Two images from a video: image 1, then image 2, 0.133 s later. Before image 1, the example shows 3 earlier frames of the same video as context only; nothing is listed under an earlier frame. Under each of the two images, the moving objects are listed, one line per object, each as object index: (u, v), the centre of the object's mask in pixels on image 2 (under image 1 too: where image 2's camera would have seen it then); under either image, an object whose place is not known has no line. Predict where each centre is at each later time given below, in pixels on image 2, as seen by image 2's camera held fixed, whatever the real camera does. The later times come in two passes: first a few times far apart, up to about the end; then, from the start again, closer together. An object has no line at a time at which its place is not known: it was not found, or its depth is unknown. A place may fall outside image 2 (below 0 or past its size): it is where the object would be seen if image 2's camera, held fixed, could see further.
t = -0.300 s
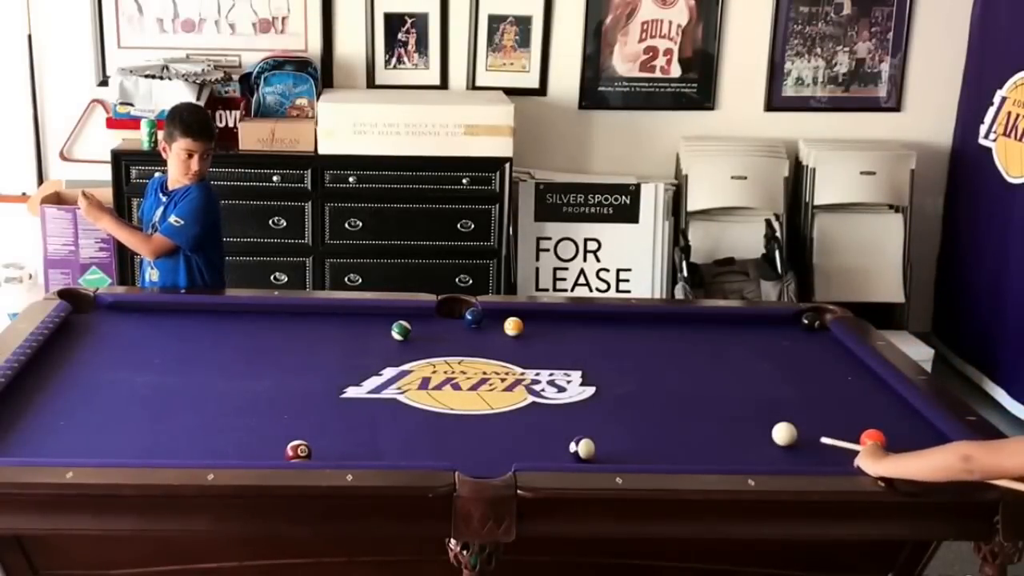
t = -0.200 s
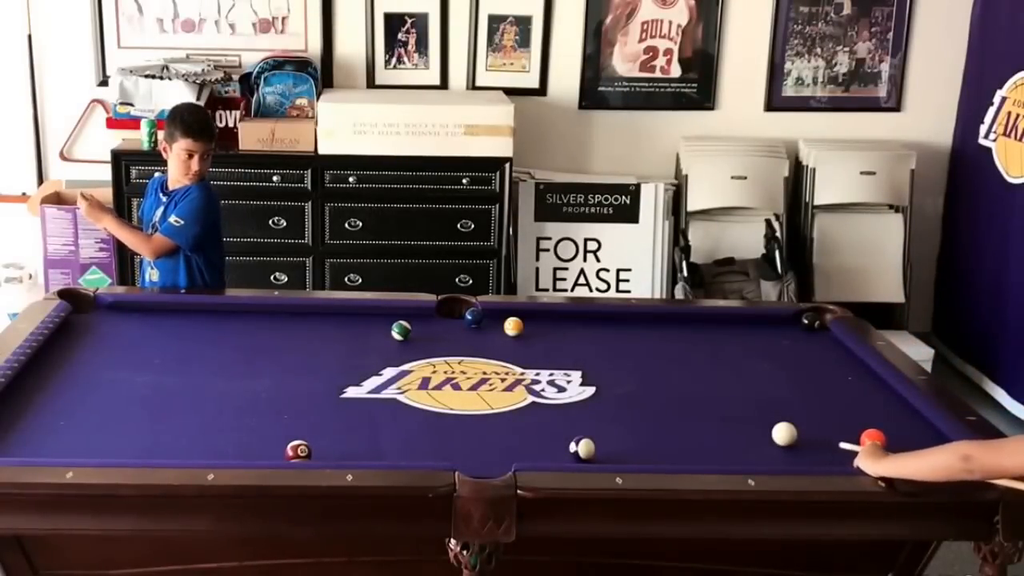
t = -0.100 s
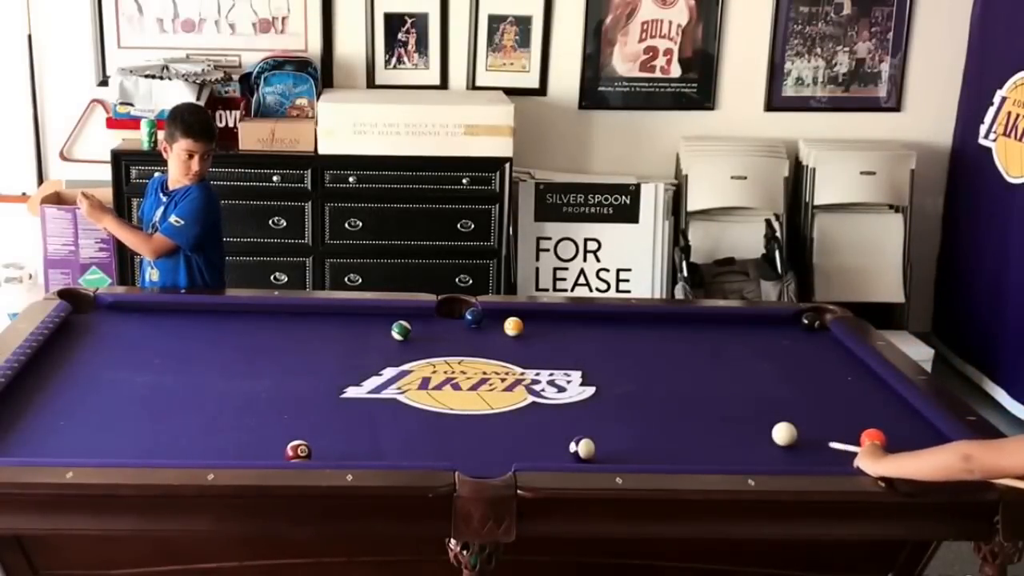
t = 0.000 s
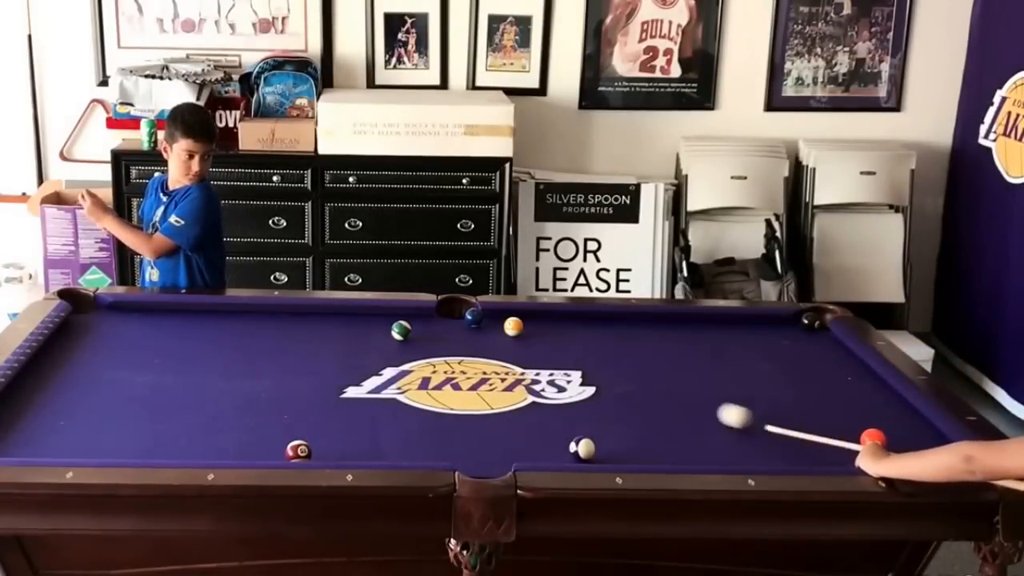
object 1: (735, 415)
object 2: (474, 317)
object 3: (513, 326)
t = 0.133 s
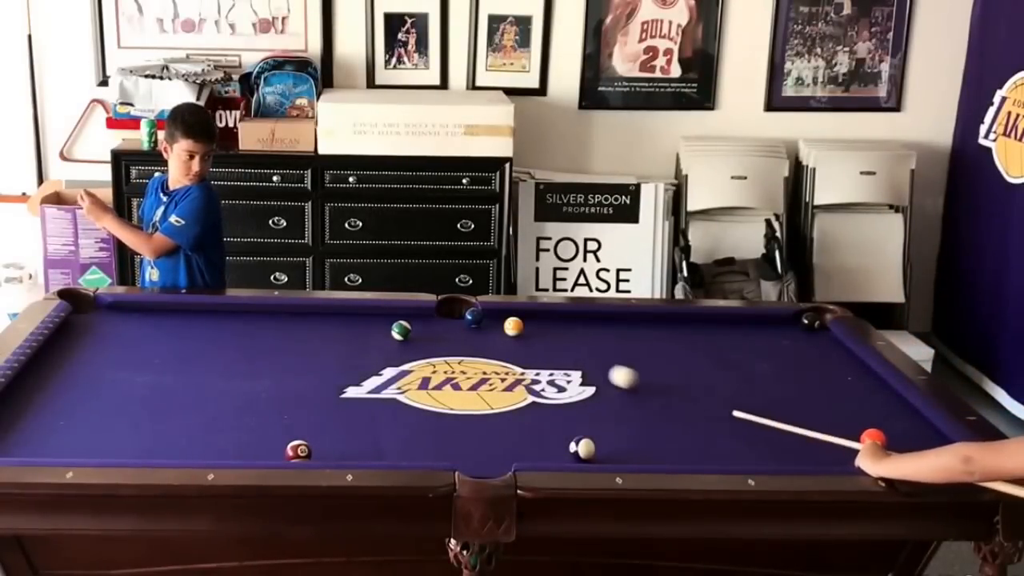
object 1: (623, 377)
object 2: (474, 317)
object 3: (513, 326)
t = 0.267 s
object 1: (539, 347)
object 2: (474, 316)
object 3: (513, 326)
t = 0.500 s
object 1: (420, 318)
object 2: (464, 310)
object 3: (513, 326)
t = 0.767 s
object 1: (299, 312)
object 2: (459, 313)
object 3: (513, 326)
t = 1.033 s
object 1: (185, 317)
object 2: (477, 318)
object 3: (513, 326)
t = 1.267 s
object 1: (82, 320)
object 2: (492, 323)
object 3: (513, 326)
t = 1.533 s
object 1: (133, 333)
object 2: (497, 324)
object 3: (521, 328)
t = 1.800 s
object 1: (195, 345)
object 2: (498, 325)
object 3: (530, 330)
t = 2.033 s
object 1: (251, 356)
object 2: (498, 325)
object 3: (536, 331)
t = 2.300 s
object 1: (317, 368)
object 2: (498, 324)
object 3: (541, 332)
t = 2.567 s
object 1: (383, 380)
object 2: (498, 324)
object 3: (545, 333)
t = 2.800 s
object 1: (441, 390)
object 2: (498, 324)
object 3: (548, 334)
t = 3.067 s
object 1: (511, 403)
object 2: (498, 324)
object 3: (550, 334)
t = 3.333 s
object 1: (582, 416)
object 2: (498, 324)
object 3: (549, 334)
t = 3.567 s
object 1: (645, 427)
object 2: (498, 324)
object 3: (549, 334)
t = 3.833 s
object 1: (717, 439)
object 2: (498, 324)
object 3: (549, 334)
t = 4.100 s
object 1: (788, 451)
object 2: (498, 324)
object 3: (549, 334)
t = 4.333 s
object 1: (850, 459)
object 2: (499, 324)
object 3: (549, 334)
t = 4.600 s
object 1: (905, 459)
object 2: (499, 324)
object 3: (549, 334)
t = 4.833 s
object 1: (943, 458)
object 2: (499, 324)
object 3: (549, 334)
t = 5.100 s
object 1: (950, 457)
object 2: (499, 324)
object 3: (549, 334)
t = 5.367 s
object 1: (931, 458)
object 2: (498, 324)
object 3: (549, 334)
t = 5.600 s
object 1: (914, 458)
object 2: (498, 324)
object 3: (549, 334)
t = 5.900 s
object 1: (894, 457)
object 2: (498, 324)
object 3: (549, 334)
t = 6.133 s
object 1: (880, 457)
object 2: (498, 324)
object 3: (549, 334)
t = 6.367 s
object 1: (866, 457)
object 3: (549, 334)
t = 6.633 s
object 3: (549, 334)
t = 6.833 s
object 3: (549, 334)
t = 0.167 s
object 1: (600, 369)
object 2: (474, 317)
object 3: (513, 326)
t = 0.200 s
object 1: (578, 360)
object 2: (474, 317)
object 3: (513, 326)
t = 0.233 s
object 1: (558, 354)
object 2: (474, 317)
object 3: (513, 326)
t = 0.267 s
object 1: (539, 347)
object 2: (474, 316)
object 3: (513, 326)
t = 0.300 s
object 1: (521, 340)
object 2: (474, 317)
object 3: (513, 325)
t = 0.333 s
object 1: (503, 334)
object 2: (474, 317)
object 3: (514, 324)
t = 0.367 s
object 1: (486, 328)
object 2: (473, 315)
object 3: (513, 326)
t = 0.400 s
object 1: (470, 323)
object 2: (474, 310)
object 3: (513, 326)
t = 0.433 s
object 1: (453, 321)
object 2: (473, 312)
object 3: (513, 326)
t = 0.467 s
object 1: (436, 320)
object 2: (469, 310)
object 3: (513, 326)
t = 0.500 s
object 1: (420, 318)
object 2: (464, 310)
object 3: (513, 326)
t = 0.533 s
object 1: (404, 316)
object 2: (460, 310)
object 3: (513, 326)
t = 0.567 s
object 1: (387, 314)
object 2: (456, 309)
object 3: (513, 326)
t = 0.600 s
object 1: (372, 313)
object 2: (449, 309)
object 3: (513, 326)
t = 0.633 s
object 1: (356, 311)
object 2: (451, 310)
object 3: (513, 326)
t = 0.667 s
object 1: (341, 310)
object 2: (453, 310)
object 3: (513, 326)
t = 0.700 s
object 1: (327, 311)
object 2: (454, 311)
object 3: (513, 326)
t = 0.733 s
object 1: (313, 311)
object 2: (457, 312)
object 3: (513, 326)
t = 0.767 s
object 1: (299, 312)
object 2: (459, 313)
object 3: (513, 326)
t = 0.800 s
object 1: (285, 313)
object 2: (461, 314)
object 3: (513, 326)
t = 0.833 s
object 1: (270, 313)
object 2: (465, 314)
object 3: (513, 326)
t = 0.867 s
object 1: (256, 314)
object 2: (467, 315)
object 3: (513, 326)
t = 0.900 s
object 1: (242, 314)
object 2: (469, 315)
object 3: (513, 326)
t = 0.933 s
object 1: (228, 315)
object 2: (470, 316)
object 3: (513, 326)
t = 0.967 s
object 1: (214, 316)
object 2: (473, 317)
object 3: (513, 326)
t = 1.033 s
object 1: (185, 317)
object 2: (477, 318)
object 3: (513, 326)
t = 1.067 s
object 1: (170, 318)
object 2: (479, 319)
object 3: (513, 326)
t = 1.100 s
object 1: (155, 318)
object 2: (481, 319)
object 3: (513, 326)
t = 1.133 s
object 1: (140, 319)
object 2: (483, 320)
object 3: (513, 326)
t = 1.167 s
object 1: (126, 320)
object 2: (485, 320)
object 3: (513, 326)
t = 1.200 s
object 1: (111, 320)
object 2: (488, 321)
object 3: (513, 326)
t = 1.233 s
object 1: (96, 320)
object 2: (490, 322)
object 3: (513, 326)
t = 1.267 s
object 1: (82, 320)
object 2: (492, 323)
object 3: (513, 326)
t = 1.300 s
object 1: (76, 321)
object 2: (494, 323)
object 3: (513, 326)
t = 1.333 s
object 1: (85, 323)
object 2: (495, 323)
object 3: (514, 326)
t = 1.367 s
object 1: (94, 325)
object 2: (496, 324)
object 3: (515, 327)
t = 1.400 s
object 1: (103, 327)
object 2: (496, 324)
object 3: (517, 327)
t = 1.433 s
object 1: (110, 328)
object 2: (497, 324)
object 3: (518, 327)
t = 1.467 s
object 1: (118, 330)
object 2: (497, 324)
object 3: (519, 327)
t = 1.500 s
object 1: (125, 332)
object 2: (497, 324)
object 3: (520, 328)
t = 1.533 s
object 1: (133, 333)
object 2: (497, 324)
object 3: (521, 328)
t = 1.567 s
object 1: (141, 335)
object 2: (497, 324)
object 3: (523, 328)
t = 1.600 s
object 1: (148, 336)
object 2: (497, 325)
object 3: (524, 328)
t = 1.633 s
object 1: (156, 338)
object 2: (497, 325)
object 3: (525, 329)
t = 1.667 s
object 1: (164, 339)
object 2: (497, 325)
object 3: (526, 329)
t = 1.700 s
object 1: (172, 341)
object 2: (497, 325)
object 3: (527, 329)
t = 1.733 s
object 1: (180, 342)
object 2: (498, 325)
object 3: (528, 329)
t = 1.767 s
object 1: (187, 344)
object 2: (498, 325)
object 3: (529, 329)
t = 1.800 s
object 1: (195, 345)
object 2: (498, 325)
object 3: (530, 330)
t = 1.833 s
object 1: (203, 347)
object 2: (498, 325)
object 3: (531, 330)
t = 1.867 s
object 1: (211, 348)
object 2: (498, 325)
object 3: (532, 330)
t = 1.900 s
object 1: (219, 350)
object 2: (498, 325)
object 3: (533, 330)
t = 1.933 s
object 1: (227, 351)
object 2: (498, 325)
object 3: (534, 330)
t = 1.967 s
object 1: (235, 353)
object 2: (498, 325)
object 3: (535, 331)
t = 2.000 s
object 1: (243, 354)
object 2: (498, 325)
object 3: (535, 331)
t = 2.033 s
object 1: (251, 356)
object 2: (498, 325)
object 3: (536, 331)
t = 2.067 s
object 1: (259, 357)
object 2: (498, 325)
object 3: (537, 331)
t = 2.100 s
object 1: (268, 359)
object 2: (498, 325)
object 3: (538, 331)
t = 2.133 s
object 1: (276, 360)
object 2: (498, 325)
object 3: (539, 331)
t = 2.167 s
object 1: (284, 362)
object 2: (498, 325)
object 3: (539, 332)
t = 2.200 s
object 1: (292, 363)
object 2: (498, 324)
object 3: (540, 332)
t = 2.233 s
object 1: (300, 365)
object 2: (498, 324)
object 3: (541, 332)
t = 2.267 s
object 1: (309, 366)
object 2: (498, 324)
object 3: (541, 332)
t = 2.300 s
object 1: (317, 368)
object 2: (498, 324)
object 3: (541, 332)
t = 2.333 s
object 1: (325, 369)
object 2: (498, 324)
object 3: (542, 332)
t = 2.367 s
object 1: (333, 371)
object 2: (498, 324)
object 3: (543, 333)
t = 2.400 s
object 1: (342, 372)
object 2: (498, 324)
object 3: (543, 333)
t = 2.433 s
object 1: (350, 374)
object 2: (498, 324)
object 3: (544, 333)
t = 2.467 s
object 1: (358, 375)
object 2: (498, 324)
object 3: (544, 333)
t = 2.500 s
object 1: (366, 377)
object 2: (498, 324)
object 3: (545, 333)
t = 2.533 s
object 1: (374, 378)
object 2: (498, 324)
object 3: (545, 333)
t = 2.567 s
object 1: (383, 380)
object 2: (498, 324)
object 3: (545, 333)
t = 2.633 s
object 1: (400, 383)
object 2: (498, 325)
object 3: (546, 334)
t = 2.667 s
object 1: (407, 385)
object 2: (498, 325)
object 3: (547, 334)
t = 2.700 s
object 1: (417, 386)
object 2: (498, 325)
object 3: (547, 334)
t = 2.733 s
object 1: (424, 388)
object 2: (498, 325)
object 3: (547, 334)
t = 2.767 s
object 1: (434, 390)
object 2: (498, 325)
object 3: (548, 334)
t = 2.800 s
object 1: (441, 390)
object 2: (498, 324)
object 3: (548, 334)
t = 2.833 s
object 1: (451, 393)
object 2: (498, 324)
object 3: (548, 334)
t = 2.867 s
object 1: (460, 395)
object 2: (498, 324)
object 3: (548, 334)
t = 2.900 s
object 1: (468, 396)
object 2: (498, 324)
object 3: (549, 334)
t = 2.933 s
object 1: (476, 398)
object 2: (498, 324)
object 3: (549, 334)
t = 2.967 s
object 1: (485, 399)
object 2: (498, 324)
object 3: (549, 334)
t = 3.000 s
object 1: (494, 401)
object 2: (498, 324)
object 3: (549, 334)
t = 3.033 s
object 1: (502, 401)
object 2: (498, 324)
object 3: (550, 334)
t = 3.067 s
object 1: (511, 403)
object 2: (498, 324)
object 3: (550, 334)
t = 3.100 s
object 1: (520, 405)
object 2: (498, 324)
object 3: (550, 334)
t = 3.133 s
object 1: (529, 407)
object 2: (498, 324)
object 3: (550, 334)
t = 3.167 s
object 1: (537, 408)
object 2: (498, 324)
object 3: (550, 334)
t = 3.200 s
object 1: (546, 410)
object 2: (498, 324)
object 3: (550, 334)
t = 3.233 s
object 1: (556, 412)
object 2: (498, 324)
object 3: (550, 334)
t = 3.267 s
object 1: (564, 413)
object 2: (498, 324)
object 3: (550, 334)
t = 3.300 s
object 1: (573, 414)
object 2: (498, 324)
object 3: (550, 334)
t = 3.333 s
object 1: (582, 416)
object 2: (498, 324)
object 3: (549, 334)
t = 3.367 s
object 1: (591, 417)
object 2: (498, 324)
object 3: (549, 334)
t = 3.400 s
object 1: (600, 419)
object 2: (498, 324)
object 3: (549, 334)
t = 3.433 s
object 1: (609, 420)
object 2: (498, 324)
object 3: (549, 334)
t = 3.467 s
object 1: (618, 422)
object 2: (498, 324)
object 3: (549, 334)
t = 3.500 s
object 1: (626, 424)
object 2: (498, 324)
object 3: (549, 334)
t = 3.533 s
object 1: (635, 425)
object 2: (498, 324)
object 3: (549, 334)
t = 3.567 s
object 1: (645, 427)
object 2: (498, 324)
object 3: (549, 334)
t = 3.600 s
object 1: (654, 428)
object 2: (498, 324)
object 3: (549, 334)
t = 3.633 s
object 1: (663, 430)
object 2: (498, 324)
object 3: (549, 334)
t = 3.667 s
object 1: (672, 431)
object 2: (498, 324)
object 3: (549, 334)
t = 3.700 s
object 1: (681, 433)
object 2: (498, 324)
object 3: (549, 334)
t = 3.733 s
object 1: (689, 435)
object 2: (498, 324)
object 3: (549, 334)
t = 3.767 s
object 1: (699, 436)
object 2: (498, 324)
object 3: (549, 334)
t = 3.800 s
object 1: (707, 438)
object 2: (498, 324)
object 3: (549, 334)
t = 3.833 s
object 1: (717, 439)
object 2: (498, 324)
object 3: (549, 334)
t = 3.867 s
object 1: (725, 441)
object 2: (498, 324)
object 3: (549, 334)
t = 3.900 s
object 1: (734, 442)
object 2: (498, 324)
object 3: (549, 334)
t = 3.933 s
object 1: (743, 444)
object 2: (498, 324)
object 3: (549, 334)
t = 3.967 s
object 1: (752, 445)
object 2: (498, 324)
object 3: (549, 334)
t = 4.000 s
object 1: (761, 447)
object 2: (498, 324)
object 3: (549, 334)
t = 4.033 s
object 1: (770, 448)
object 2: (498, 324)
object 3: (550, 334)
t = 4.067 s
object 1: (779, 449)
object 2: (498, 324)
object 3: (549, 334)
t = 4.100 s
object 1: (788, 451)
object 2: (498, 324)
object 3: (549, 334)
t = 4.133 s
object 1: (797, 452)
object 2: (498, 324)
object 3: (549, 334)
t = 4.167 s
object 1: (806, 453)
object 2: (498, 324)
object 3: (549, 334)
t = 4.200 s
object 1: (815, 455)
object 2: (498, 324)
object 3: (549, 334)
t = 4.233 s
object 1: (824, 456)
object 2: (499, 324)
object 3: (549, 334)
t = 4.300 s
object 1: (841, 458)
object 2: (499, 324)
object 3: (549, 334)
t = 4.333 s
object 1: (850, 459)
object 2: (499, 324)
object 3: (549, 334)
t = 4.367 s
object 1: (858, 460)
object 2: (499, 324)
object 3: (549, 334)
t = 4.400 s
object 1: (867, 460)
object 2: (499, 324)
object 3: (549, 334)
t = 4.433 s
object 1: (876, 461)
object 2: (499, 324)
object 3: (549, 334)
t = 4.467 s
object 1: (883, 461)
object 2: (499, 324)
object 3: (549, 334)
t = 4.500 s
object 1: (889, 461)
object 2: (499, 324)
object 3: (549, 334)
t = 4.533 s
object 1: (894, 460)
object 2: (499, 324)
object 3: (549, 334)
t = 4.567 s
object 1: (900, 460)
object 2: (499, 324)
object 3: (549, 334)
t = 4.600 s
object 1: (905, 459)
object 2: (499, 324)
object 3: (549, 334)
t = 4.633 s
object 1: (911, 459)
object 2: (498, 324)
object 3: (549, 334)
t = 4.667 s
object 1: (916, 459)
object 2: (499, 324)
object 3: (549, 334)
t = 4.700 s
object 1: (922, 459)
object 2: (499, 324)
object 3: (549, 334)
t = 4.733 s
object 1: (927, 458)
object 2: (499, 324)
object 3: (549, 334)
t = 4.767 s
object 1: (932, 458)
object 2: (499, 324)
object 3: (549, 334)
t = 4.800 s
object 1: (938, 458)
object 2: (499, 324)
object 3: (549, 334)
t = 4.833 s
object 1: (943, 458)
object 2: (499, 324)
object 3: (549, 334)
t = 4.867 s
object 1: (948, 457)
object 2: (499, 324)
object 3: (549, 334)
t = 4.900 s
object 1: (953, 457)
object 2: (499, 324)
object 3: (549, 334)
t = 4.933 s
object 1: (958, 456)
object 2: (499, 324)
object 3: (549, 334)
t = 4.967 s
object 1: (961, 456)
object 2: (499, 324)
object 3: (549, 334)
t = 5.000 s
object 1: (958, 456)
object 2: (499, 324)
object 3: (549, 334)
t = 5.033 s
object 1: (955, 457)
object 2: (498, 324)
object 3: (549, 334)
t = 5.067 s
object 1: (953, 457)
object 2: (498, 324)
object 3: (549, 334)
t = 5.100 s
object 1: (950, 457)
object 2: (499, 324)
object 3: (549, 334)
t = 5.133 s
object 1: (948, 457)
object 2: (498, 324)
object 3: (549, 334)
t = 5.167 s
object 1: (945, 457)
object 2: (498, 324)
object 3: (549, 334)
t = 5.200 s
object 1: (943, 457)
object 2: (498, 324)
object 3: (549, 334)
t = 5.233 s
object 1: (940, 457)
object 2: (498, 324)
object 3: (549, 334)
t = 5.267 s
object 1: (938, 457)
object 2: (498, 324)
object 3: (549, 334)
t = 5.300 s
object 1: (936, 457)
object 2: (498, 324)
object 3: (549, 334)
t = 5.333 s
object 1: (933, 457)
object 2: (498, 324)
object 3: (549, 334)
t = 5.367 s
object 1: (931, 458)
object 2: (498, 324)
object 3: (549, 334)
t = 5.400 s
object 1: (928, 458)
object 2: (498, 324)
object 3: (549, 334)
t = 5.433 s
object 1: (926, 458)
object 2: (498, 324)
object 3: (549, 334)
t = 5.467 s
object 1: (923, 458)
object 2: (498, 324)
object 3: (549, 334)
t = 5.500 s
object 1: (921, 458)
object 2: (498, 324)
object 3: (549, 334)
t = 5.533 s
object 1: (919, 458)
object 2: (498, 324)
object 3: (549, 334)
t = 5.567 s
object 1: (916, 458)
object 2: (498, 324)
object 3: (549, 334)
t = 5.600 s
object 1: (914, 458)
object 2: (498, 324)
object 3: (549, 334)
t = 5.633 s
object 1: (912, 458)
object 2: (498, 324)
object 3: (549, 334)
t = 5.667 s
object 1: (910, 458)
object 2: (498, 324)
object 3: (549, 334)
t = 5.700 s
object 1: (908, 458)
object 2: (498, 324)
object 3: (549, 334)
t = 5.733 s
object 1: (905, 458)
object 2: (498, 324)
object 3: (549, 334)
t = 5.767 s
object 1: (903, 458)
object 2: (498, 324)
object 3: (549, 334)
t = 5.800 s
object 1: (901, 458)
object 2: (498, 324)
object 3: (549, 334)
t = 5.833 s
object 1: (899, 458)
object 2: (498, 324)
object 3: (549, 334)
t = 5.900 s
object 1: (894, 457)
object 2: (498, 324)
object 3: (549, 334)
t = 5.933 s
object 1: (892, 457)
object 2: (498, 324)
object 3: (549, 334)
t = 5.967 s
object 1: (890, 457)
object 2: (498, 324)
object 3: (549, 334)
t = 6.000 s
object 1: (888, 457)
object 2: (498, 324)
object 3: (549, 334)
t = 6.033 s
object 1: (886, 457)
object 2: (498, 324)
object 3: (549, 334)
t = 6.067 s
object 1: (884, 457)
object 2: (498, 324)
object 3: (549, 334)
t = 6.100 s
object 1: (882, 457)
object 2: (498, 324)
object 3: (549, 334)
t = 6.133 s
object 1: (880, 457)
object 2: (498, 324)
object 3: (549, 334)
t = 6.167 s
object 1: (878, 457)
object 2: (498, 324)
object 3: (549, 334)
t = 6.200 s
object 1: (876, 457)
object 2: (498, 324)
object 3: (549, 334)
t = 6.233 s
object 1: (874, 457)
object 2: (498, 324)
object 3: (549, 334)
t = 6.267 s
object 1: (872, 457)
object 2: (498, 324)
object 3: (549, 334)
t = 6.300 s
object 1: (870, 457)
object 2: (498, 324)
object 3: (549, 334)
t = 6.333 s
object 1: (868, 457)
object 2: (498, 324)
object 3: (549, 334)
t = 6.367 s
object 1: (866, 457)
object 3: (549, 334)
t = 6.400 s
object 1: (864, 457)
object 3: (549, 334)
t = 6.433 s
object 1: (863, 457)
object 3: (549, 334)
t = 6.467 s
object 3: (549, 334)
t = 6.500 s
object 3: (549, 334)
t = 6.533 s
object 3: (549, 334)
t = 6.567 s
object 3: (549, 334)
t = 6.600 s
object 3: (549, 334)
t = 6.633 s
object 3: (549, 334)
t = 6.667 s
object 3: (549, 334)
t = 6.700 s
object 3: (549, 334)
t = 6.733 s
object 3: (549, 334)
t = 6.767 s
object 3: (549, 334)
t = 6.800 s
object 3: (549, 334)
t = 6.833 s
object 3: (549, 334)
